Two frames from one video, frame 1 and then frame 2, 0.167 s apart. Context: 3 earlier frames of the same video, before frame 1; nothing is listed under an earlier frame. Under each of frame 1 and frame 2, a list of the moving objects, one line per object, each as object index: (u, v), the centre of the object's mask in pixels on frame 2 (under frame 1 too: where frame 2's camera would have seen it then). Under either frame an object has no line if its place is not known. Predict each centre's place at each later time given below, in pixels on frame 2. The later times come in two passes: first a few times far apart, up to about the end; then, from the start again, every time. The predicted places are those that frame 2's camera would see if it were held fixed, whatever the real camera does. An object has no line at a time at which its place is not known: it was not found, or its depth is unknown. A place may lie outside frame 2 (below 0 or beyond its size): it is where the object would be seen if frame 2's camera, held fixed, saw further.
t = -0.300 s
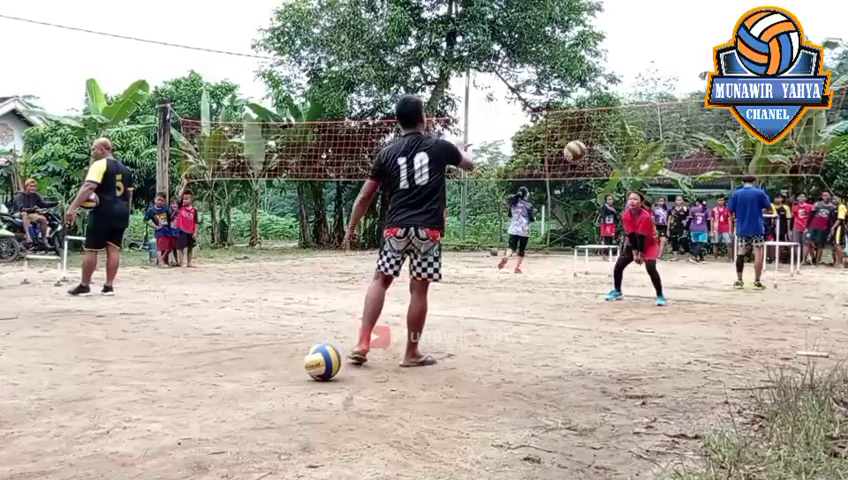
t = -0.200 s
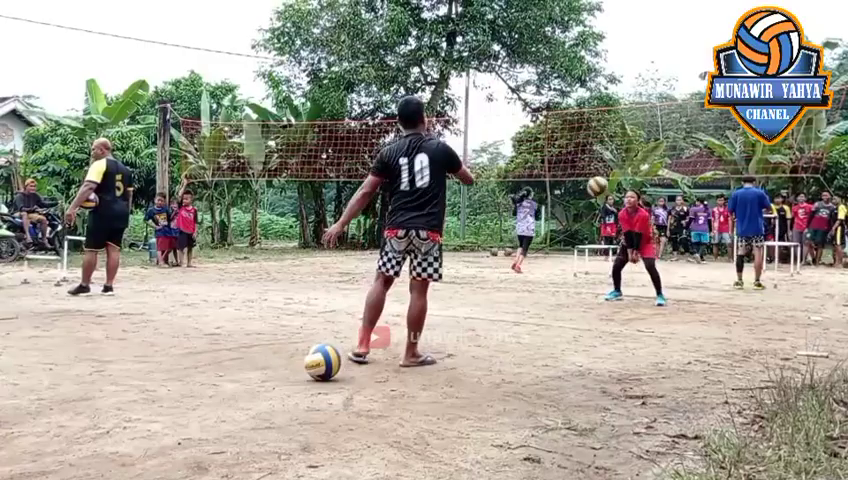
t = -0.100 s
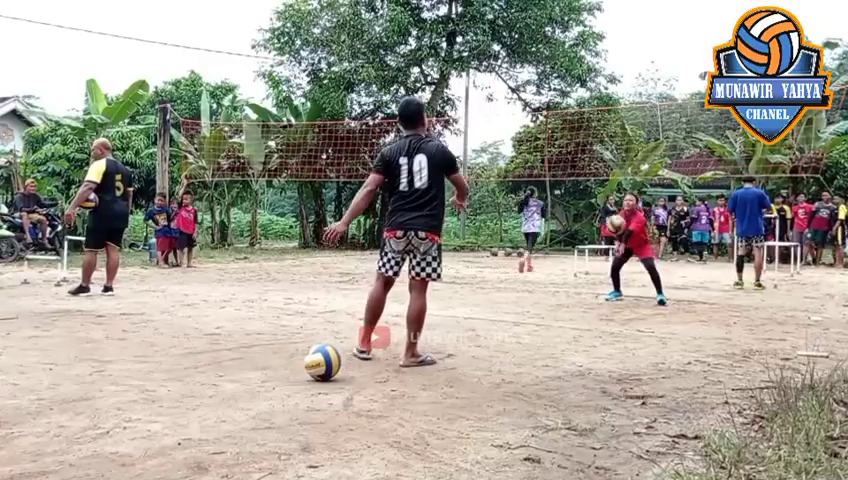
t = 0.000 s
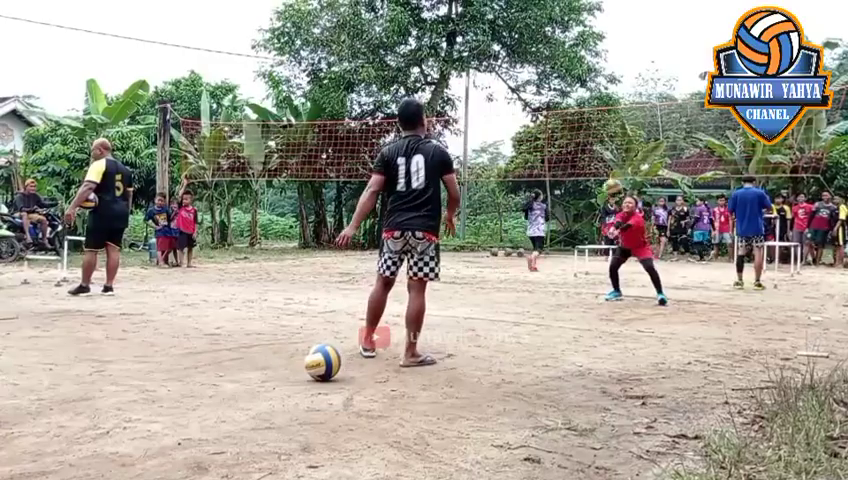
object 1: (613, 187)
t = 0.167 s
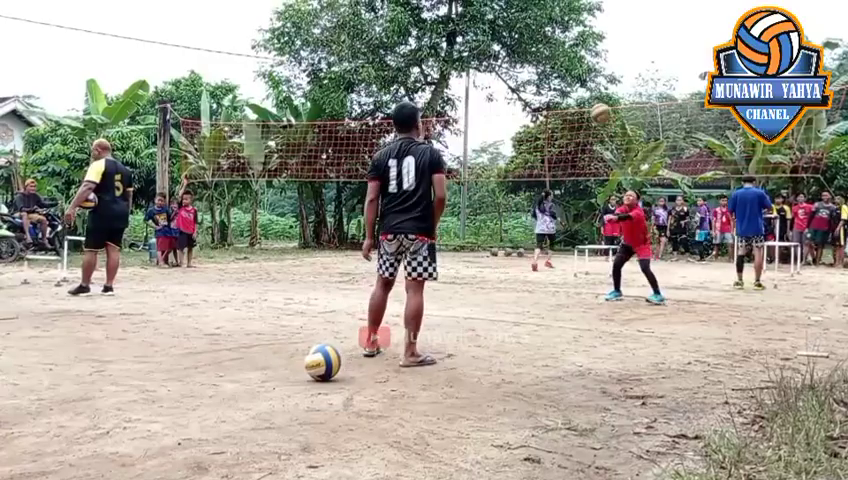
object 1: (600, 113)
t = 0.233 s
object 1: (596, 88)
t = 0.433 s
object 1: (577, 34)
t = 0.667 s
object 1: (549, 20)
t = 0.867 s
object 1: (519, 63)
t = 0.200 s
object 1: (599, 102)
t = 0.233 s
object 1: (596, 88)
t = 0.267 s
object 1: (593, 77)
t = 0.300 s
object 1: (590, 67)
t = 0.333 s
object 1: (586, 57)
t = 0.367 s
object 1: (583, 48)
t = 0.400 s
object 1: (580, 40)
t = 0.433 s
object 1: (577, 34)
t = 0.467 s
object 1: (573, 29)
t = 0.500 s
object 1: (569, 24)
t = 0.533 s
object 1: (565, 21)
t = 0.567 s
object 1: (562, 19)
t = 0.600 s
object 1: (558, 19)
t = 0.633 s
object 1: (554, 19)
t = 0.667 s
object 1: (549, 20)
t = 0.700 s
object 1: (545, 21)
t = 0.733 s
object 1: (540, 28)
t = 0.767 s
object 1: (534, 34)
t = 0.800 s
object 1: (529, 41)
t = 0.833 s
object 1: (523, 51)
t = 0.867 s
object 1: (519, 63)
